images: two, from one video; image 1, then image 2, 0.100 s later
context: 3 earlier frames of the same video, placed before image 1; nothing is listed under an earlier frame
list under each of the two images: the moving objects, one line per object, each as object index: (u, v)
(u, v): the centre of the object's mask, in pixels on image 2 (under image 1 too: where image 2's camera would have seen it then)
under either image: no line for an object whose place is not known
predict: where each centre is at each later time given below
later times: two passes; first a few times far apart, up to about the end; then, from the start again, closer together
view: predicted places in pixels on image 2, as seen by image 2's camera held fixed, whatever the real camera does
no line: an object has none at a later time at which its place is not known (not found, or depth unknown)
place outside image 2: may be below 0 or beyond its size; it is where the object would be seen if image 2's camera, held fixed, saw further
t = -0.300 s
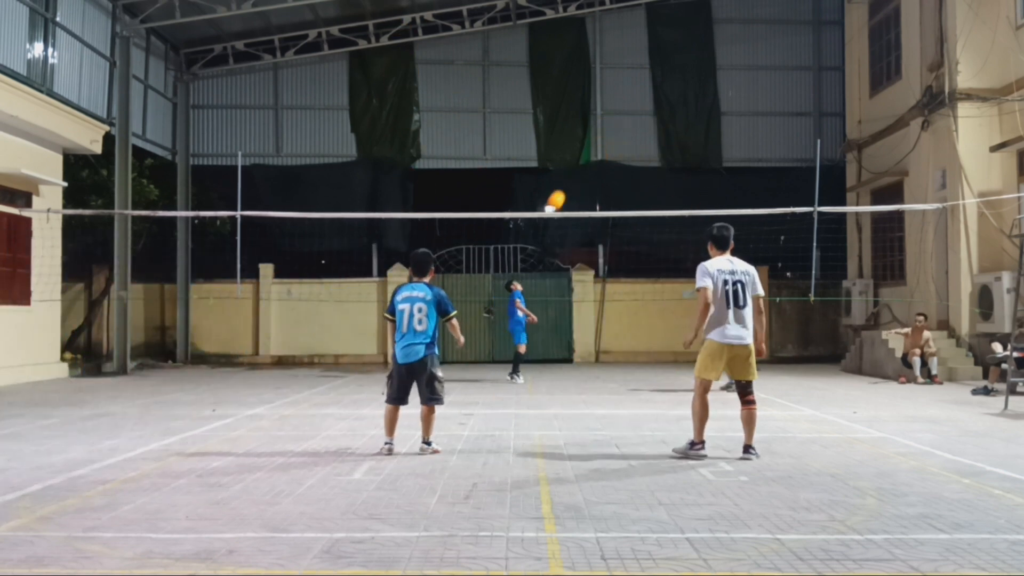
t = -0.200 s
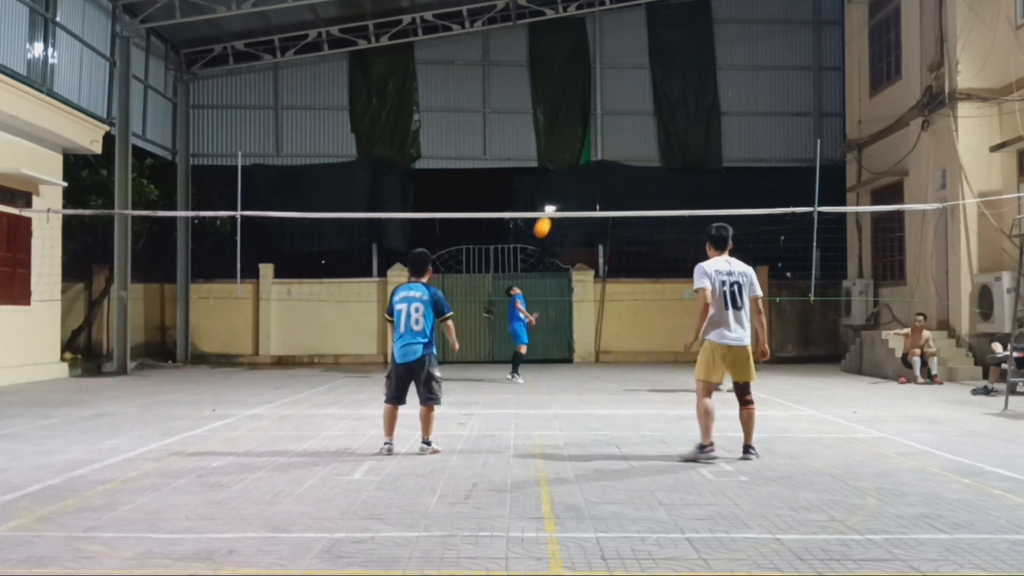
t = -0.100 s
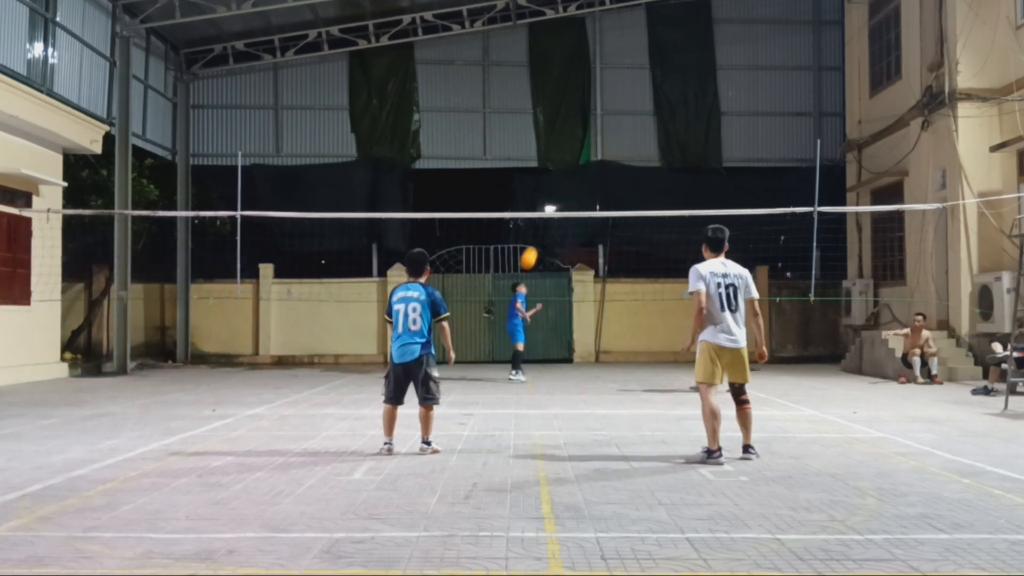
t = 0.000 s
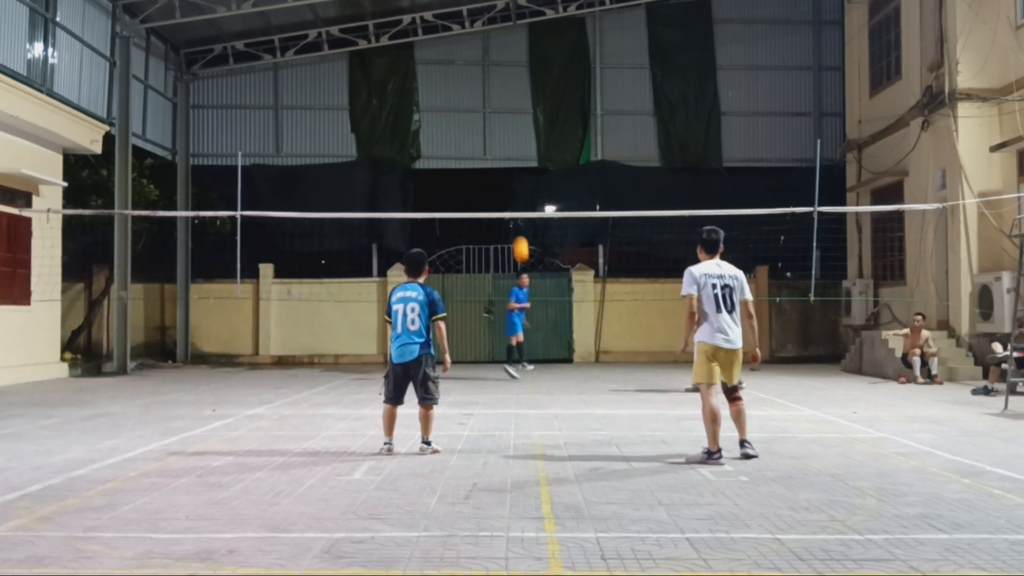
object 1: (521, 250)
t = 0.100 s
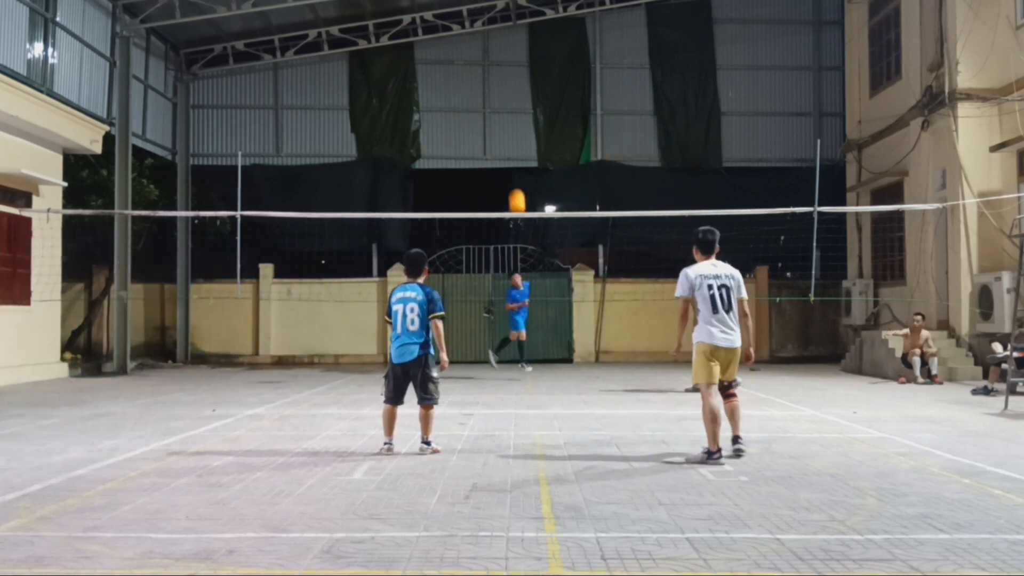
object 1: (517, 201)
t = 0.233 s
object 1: (514, 146)
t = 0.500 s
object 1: (506, 57)
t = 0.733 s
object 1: (497, 14)
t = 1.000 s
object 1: (482, 21)
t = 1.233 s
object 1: (465, 94)
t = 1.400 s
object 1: (450, 196)
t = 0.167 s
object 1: (516, 175)
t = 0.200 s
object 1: (515, 160)
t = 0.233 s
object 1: (514, 146)
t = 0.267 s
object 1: (513, 134)
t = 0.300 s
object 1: (513, 121)
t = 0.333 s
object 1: (512, 109)
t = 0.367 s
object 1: (511, 97)
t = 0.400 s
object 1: (510, 86)
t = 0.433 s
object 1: (508, 76)
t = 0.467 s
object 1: (507, 66)
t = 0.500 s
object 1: (506, 57)
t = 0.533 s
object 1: (505, 49)
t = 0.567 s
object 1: (504, 41)
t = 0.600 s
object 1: (503, 34)
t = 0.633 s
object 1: (501, 28)
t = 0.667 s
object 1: (500, 22)
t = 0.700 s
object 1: (498, 18)
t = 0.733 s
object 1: (497, 14)
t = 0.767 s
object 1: (495, 12)
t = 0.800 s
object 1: (493, 10)
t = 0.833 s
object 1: (491, 10)
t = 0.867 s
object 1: (490, 10)
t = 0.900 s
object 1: (488, 11)
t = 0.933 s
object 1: (486, 13)
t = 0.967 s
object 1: (484, 16)
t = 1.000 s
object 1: (482, 21)
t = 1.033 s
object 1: (480, 28)
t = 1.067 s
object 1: (478, 35)
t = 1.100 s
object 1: (475, 44)
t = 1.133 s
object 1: (473, 54)
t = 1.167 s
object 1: (470, 66)
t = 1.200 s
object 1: (468, 79)
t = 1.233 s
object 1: (465, 94)
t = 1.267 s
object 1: (462, 110)
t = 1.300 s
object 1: (459, 129)
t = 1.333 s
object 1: (456, 150)
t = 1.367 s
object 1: (453, 172)
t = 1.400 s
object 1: (450, 196)
